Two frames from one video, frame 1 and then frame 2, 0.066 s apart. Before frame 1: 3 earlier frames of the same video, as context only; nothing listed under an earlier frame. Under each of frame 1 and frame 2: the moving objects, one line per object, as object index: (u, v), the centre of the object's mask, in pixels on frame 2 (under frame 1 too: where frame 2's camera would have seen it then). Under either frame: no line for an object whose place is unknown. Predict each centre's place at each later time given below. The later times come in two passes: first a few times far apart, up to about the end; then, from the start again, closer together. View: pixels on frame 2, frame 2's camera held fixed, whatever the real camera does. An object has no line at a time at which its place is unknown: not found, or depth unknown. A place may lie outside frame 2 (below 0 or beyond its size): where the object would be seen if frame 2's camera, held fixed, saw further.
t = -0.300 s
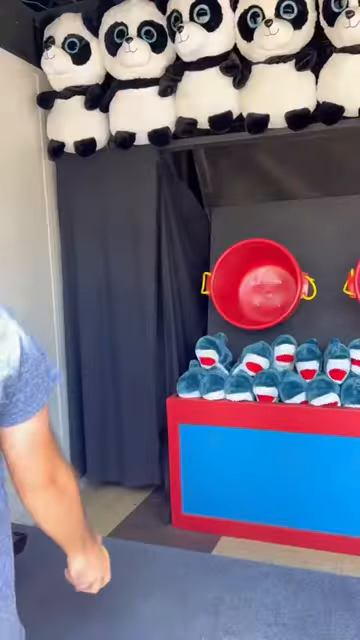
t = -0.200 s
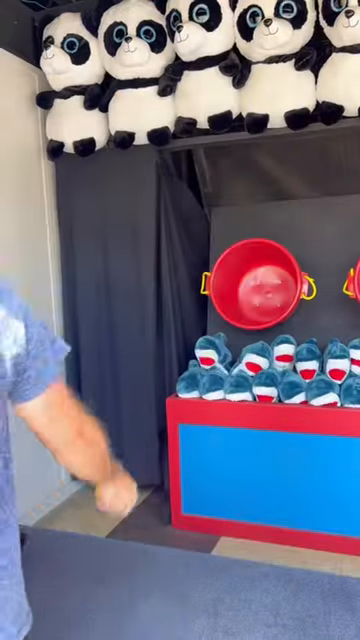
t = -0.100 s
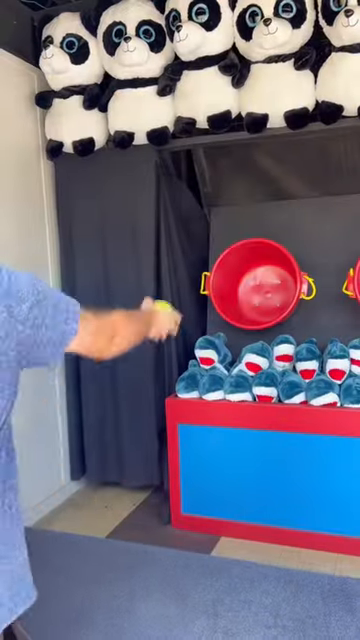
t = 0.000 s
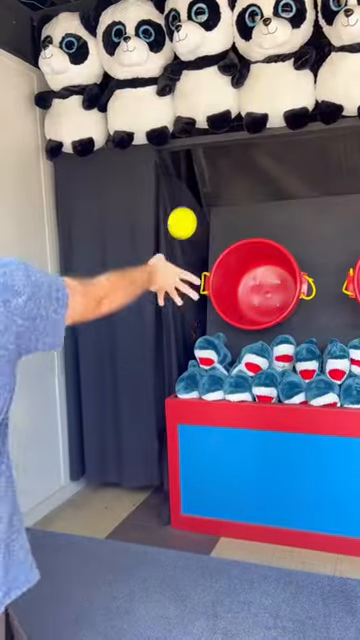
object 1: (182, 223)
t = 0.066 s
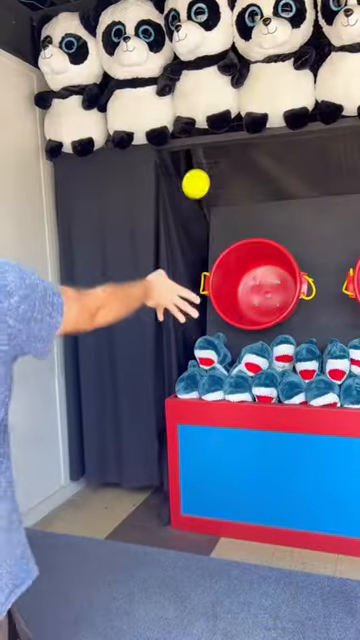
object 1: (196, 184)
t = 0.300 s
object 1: (231, 155)
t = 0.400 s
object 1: (246, 176)
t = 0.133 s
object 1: (202, 170)
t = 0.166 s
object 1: (208, 161)
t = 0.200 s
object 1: (214, 155)
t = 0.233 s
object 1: (220, 152)
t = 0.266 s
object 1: (225, 152)
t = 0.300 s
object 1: (231, 155)
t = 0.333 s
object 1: (236, 160)
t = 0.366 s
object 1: (241, 167)
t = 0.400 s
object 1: (246, 176)
